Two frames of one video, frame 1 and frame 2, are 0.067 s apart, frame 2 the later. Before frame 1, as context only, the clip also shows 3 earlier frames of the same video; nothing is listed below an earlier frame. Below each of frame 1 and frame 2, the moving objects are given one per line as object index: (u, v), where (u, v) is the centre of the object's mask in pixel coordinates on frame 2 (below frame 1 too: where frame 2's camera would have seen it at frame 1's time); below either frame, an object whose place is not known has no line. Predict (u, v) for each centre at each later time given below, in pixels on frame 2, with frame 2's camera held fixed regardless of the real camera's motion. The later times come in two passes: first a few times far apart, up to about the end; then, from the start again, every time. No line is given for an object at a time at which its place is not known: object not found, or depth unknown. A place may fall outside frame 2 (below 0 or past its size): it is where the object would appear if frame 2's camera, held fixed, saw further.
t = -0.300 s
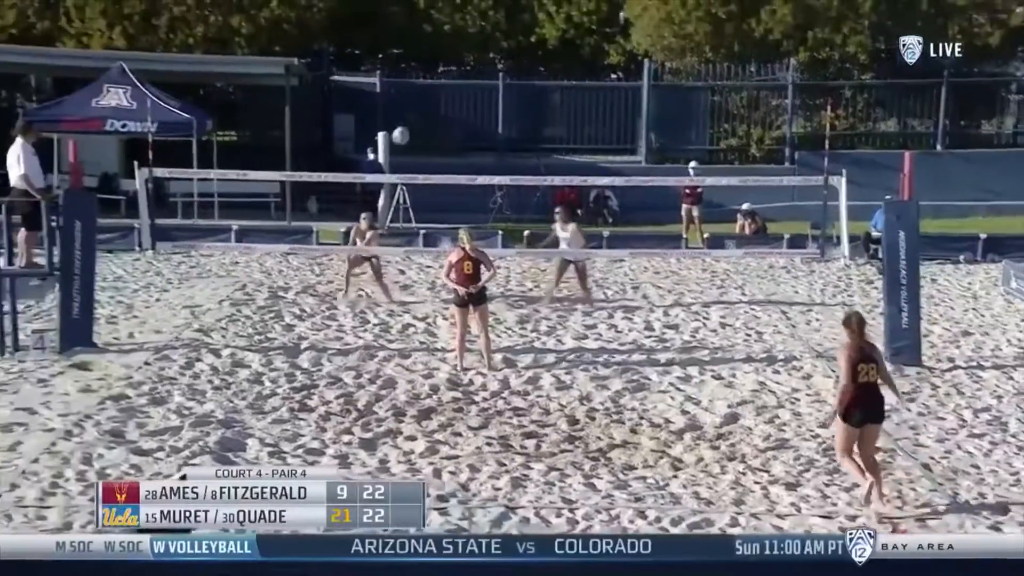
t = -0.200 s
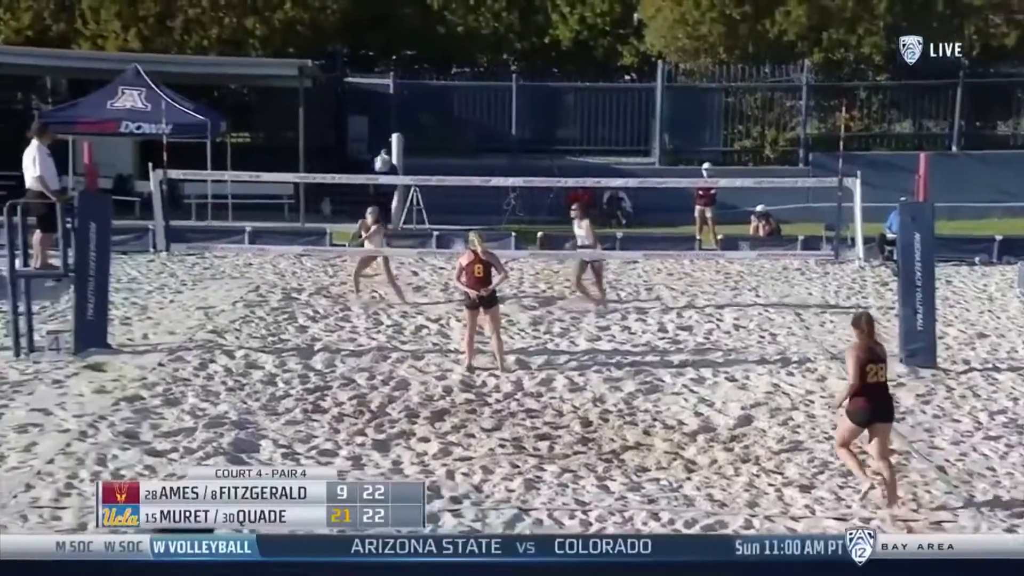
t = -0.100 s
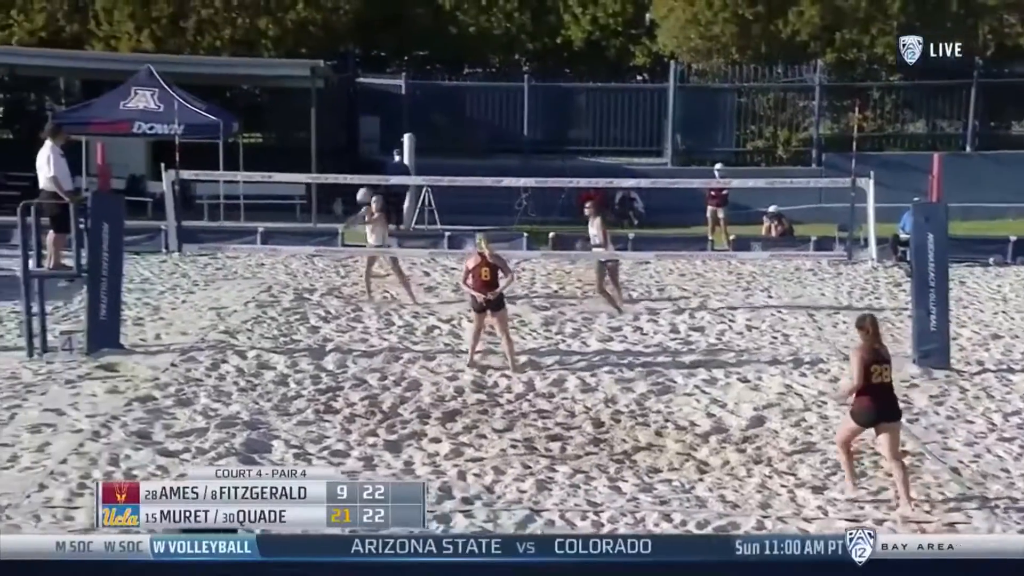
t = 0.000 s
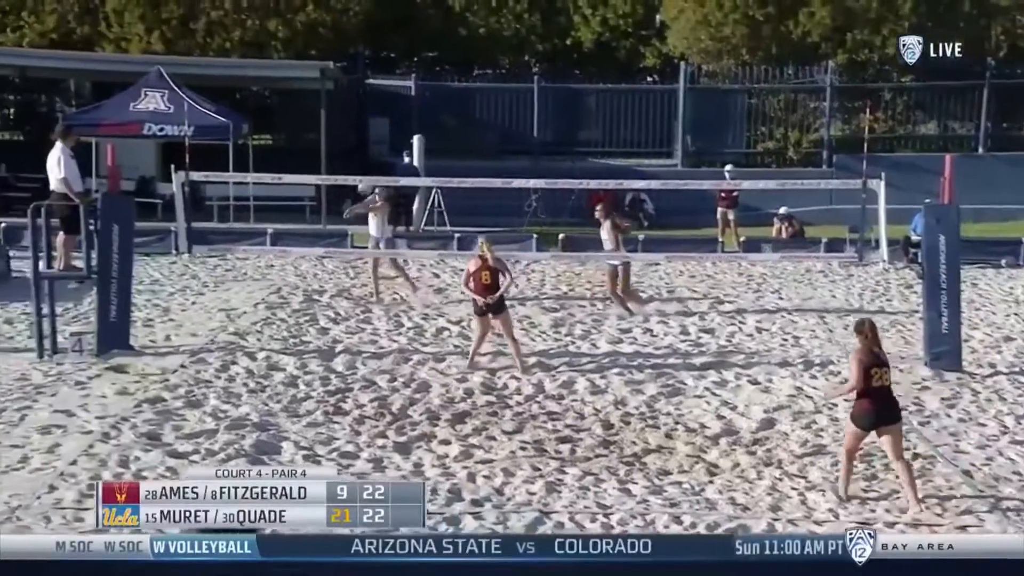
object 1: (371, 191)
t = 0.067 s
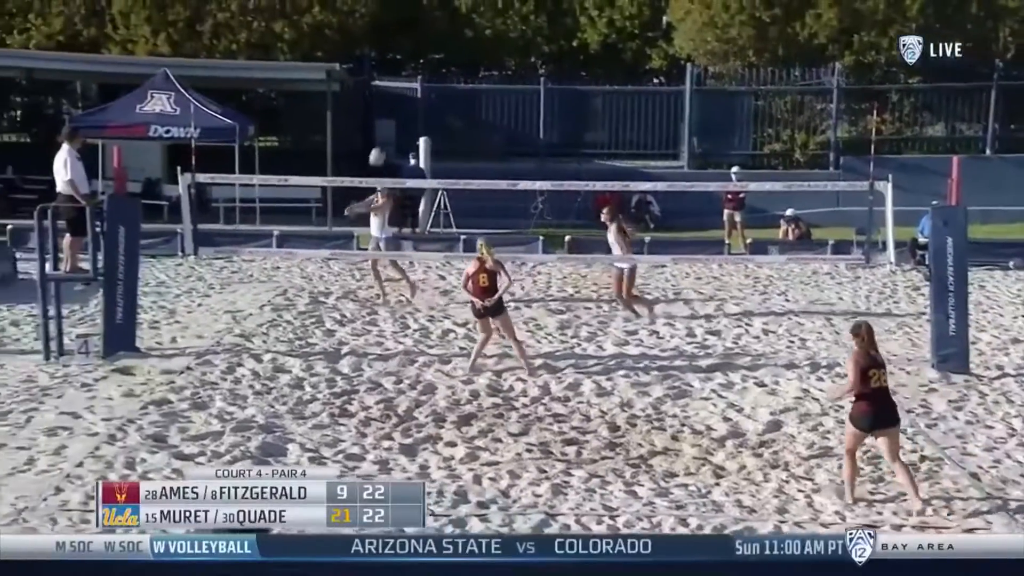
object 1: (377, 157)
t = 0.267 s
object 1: (392, 84)
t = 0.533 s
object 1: (416, 27)
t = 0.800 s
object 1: (443, 21)
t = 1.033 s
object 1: (468, 59)
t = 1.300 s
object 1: (499, 151)
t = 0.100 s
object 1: (379, 143)
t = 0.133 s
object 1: (383, 130)
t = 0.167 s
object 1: (384, 117)
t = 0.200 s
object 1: (387, 106)
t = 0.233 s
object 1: (389, 95)
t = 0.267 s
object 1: (392, 84)
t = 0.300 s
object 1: (395, 74)
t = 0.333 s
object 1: (398, 65)
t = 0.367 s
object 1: (401, 57)
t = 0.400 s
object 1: (404, 50)
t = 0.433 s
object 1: (407, 43)
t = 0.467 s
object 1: (410, 37)
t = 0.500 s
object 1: (413, 32)
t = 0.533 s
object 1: (416, 27)
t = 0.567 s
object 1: (419, 23)
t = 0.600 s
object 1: (423, 21)
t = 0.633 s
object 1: (426, 19)
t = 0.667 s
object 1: (429, 18)
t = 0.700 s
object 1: (432, 17)
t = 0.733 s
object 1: (436, 18)
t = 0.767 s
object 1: (439, 19)
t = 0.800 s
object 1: (443, 21)
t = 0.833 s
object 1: (447, 24)
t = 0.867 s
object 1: (450, 28)
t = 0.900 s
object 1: (453, 32)
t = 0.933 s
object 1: (457, 38)
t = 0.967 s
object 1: (460, 44)
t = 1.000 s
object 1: (464, 52)
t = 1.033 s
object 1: (468, 59)
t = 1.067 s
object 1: (473, 68)
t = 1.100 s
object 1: (476, 77)
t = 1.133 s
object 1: (479, 88)
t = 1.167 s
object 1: (483, 99)
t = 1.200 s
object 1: (487, 111)
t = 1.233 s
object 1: (490, 123)
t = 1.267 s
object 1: (495, 137)
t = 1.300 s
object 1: (499, 151)
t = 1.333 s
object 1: (503, 166)
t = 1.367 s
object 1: (507, 177)
